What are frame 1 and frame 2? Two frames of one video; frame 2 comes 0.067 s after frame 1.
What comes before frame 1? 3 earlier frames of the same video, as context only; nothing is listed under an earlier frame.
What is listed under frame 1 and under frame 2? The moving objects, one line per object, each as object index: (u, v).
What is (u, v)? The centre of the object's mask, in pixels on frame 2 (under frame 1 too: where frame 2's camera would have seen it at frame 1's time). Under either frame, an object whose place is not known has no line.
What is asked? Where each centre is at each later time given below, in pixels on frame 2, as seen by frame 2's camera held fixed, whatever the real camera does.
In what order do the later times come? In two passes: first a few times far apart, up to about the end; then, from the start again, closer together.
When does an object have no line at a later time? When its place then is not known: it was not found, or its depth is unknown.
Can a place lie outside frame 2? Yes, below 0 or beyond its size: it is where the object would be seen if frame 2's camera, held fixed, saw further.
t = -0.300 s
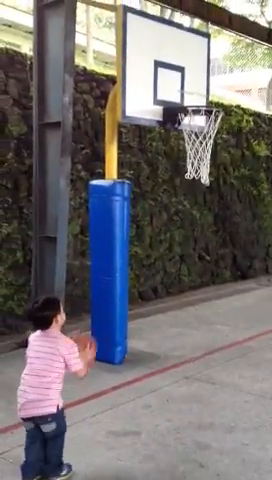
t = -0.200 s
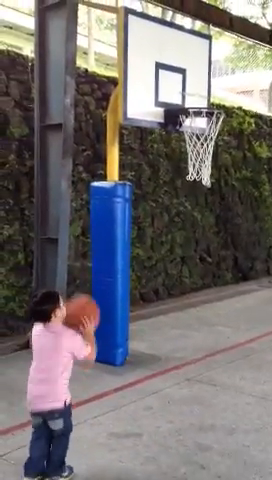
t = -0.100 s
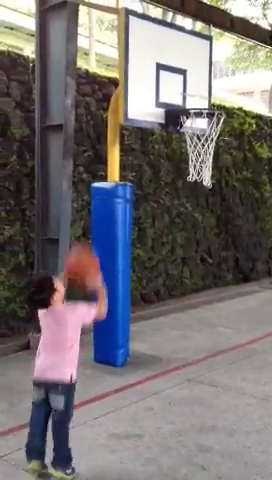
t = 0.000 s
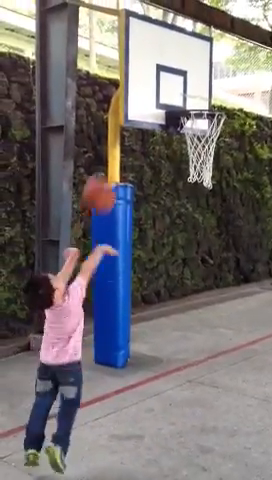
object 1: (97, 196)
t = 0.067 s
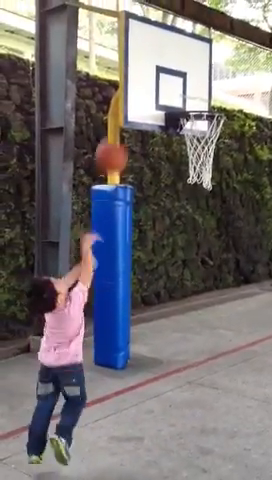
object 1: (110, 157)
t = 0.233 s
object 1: (138, 94)
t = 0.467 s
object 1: (170, 78)
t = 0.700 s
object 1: (179, 87)
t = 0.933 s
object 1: (165, 100)
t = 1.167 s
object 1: (150, 183)
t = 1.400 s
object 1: (133, 339)
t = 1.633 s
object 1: (118, 309)
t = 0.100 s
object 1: (117, 141)
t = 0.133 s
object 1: (123, 127)
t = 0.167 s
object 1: (128, 113)
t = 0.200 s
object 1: (133, 102)
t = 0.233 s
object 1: (138, 94)
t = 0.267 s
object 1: (143, 86)
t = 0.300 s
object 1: (148, 81)
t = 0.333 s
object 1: (153, 78)
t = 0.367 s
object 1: (157, 76)
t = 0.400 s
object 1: (161, 75)
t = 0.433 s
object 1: (165, 76)
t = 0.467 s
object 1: (170, 78)
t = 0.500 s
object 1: (174, 81)
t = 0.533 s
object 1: (177, 85)
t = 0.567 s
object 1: (181, 91)
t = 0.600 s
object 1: (184, 99)
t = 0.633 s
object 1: (183, 96)
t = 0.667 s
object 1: (181, 91)
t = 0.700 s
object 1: (179, 87)
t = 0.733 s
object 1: (177, 84)
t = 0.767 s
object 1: (175, 83)
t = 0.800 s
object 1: (174, 84)
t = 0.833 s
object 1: (172, 85)
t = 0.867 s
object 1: (170, 89)
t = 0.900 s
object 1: (167, 94)
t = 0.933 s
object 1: (165, 100)
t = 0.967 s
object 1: (163, 108)
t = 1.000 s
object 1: (161, 117)
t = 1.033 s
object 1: (159, 127)
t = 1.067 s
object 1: (157, 140)
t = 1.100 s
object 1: (155, 153)
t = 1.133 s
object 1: (152, 167)
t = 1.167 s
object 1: (150, 183)
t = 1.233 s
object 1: (146, 220)
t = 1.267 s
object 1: (144, 242)
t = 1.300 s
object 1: (142, 263)
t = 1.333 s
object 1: (139, 287)
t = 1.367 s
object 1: (136, 312)
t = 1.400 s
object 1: (133, 339)
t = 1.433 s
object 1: (130, 369)
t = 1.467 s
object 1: (127, 401)
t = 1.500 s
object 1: (126, 396)
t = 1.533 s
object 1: (123, 370)
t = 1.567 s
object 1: (121, 349)
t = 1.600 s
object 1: (120, 328)
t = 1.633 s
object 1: (118, 309)
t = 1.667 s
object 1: (115, 291)
